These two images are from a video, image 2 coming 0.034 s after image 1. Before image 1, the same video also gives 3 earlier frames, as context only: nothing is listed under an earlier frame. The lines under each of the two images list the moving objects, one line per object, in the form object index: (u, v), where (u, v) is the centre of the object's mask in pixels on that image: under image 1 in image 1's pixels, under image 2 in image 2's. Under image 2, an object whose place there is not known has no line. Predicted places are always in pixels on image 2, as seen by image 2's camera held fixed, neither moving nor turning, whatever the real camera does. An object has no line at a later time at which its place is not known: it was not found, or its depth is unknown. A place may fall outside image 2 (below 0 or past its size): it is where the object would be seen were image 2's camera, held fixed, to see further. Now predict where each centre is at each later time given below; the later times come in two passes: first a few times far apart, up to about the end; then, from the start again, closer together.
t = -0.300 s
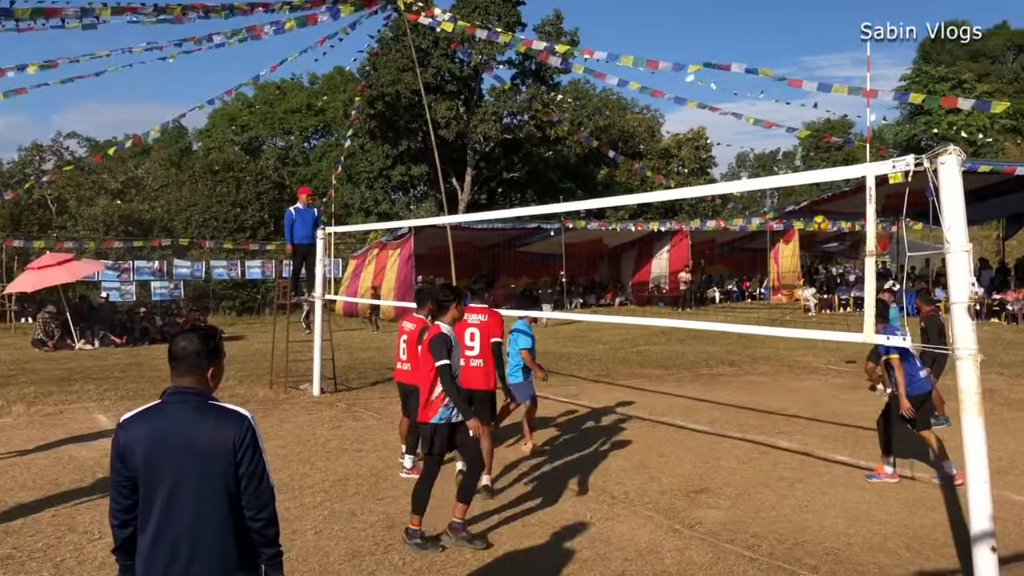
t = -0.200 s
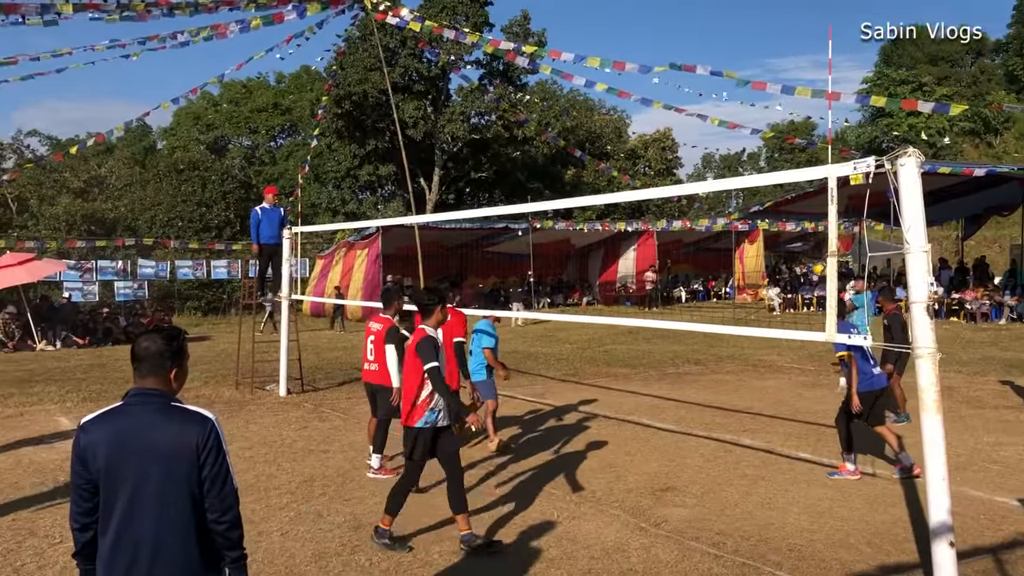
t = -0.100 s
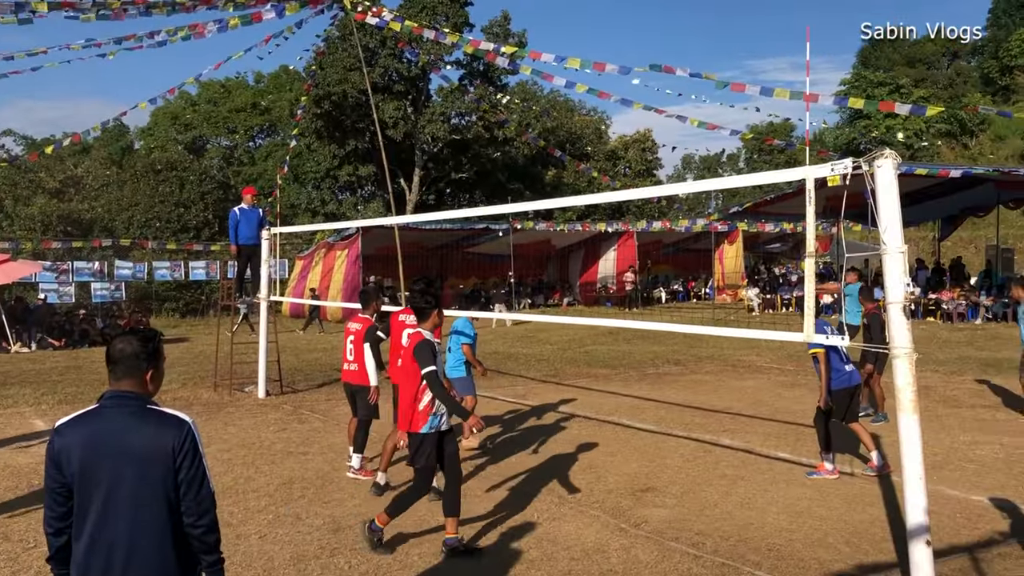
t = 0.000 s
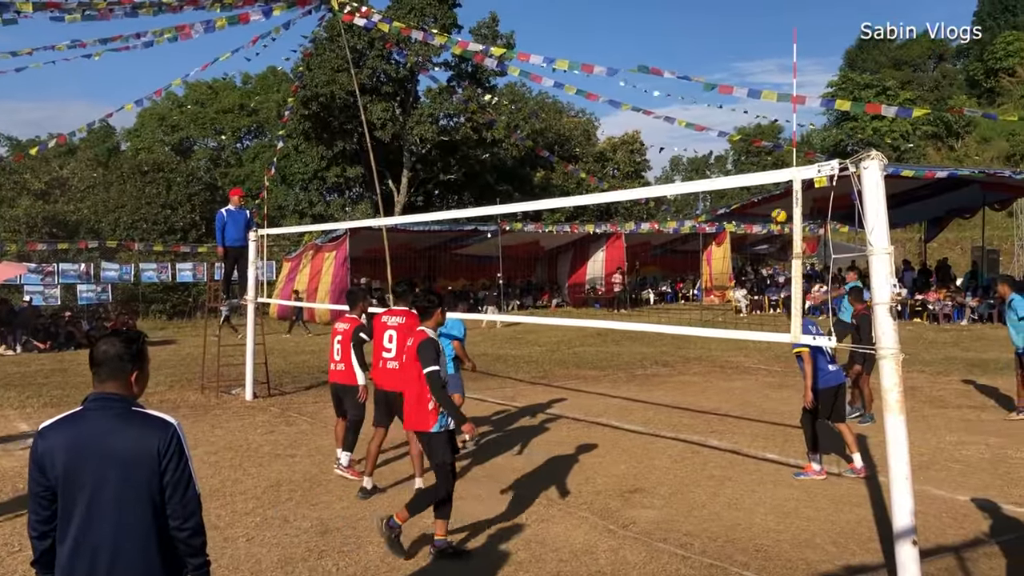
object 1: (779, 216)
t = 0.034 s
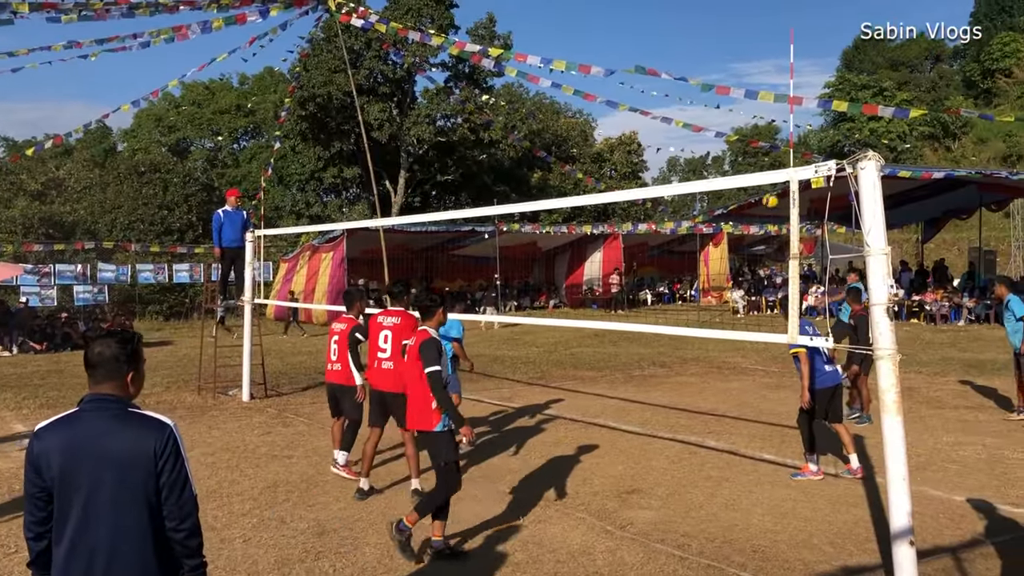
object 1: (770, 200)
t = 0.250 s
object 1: (731, 113)
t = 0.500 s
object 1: (680, 45)
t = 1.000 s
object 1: (556, 56)
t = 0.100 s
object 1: (757, 168)
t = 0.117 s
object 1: (754, 164)
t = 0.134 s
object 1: (751, 157)
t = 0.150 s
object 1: (749, 150)
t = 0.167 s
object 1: (745, 143)
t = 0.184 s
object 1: (742, 137)
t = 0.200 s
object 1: (739, 130)
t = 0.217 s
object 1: (737, 125)
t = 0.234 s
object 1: (734, 119)
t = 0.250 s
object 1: (731, 113)
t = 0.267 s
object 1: (728, 107)
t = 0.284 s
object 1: (725, 101)
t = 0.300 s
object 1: (722, 95)
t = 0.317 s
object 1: (719, 90)
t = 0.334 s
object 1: (716, 84)
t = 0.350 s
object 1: (712, 80)
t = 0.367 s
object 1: (708, 76)
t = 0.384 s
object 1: (705, 71)
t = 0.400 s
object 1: (701, 67)
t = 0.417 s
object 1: (698, 63)
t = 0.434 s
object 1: (694, 60)
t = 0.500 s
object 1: (680, 45)
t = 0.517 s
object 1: (676, 42)
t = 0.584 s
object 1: (661, 32)
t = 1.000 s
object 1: (556, 56)
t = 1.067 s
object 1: (538, 76)
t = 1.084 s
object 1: (533, 82)
